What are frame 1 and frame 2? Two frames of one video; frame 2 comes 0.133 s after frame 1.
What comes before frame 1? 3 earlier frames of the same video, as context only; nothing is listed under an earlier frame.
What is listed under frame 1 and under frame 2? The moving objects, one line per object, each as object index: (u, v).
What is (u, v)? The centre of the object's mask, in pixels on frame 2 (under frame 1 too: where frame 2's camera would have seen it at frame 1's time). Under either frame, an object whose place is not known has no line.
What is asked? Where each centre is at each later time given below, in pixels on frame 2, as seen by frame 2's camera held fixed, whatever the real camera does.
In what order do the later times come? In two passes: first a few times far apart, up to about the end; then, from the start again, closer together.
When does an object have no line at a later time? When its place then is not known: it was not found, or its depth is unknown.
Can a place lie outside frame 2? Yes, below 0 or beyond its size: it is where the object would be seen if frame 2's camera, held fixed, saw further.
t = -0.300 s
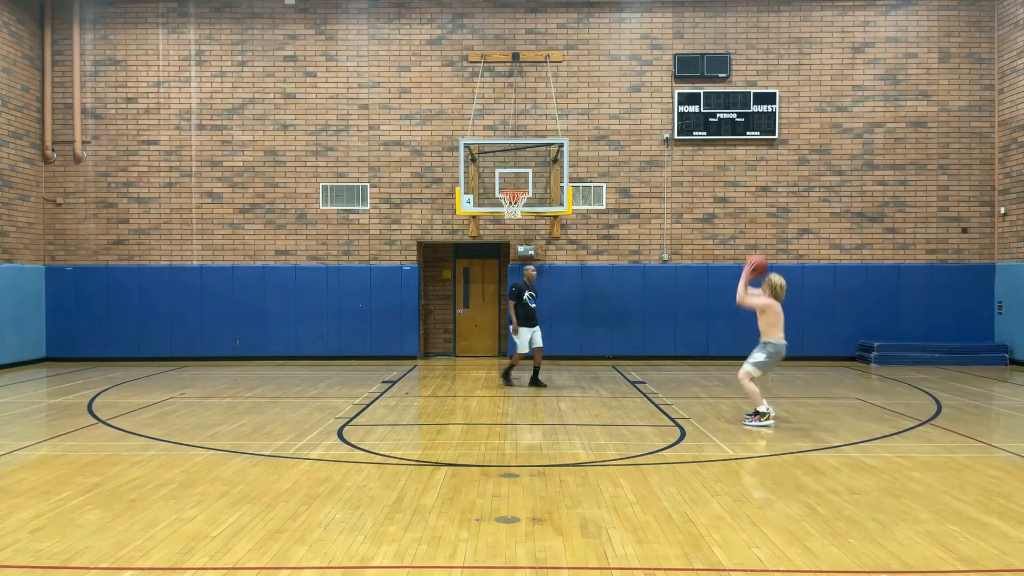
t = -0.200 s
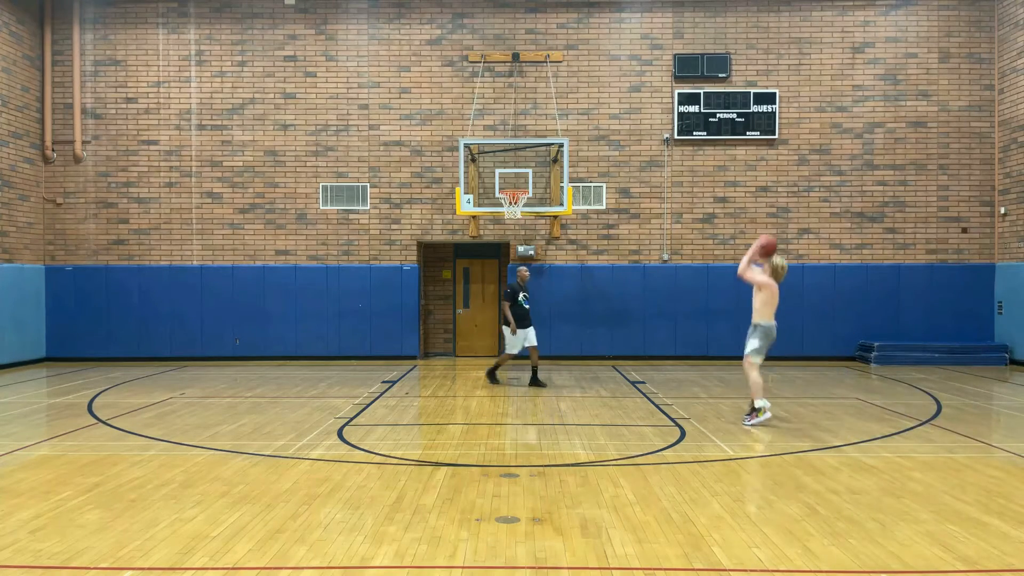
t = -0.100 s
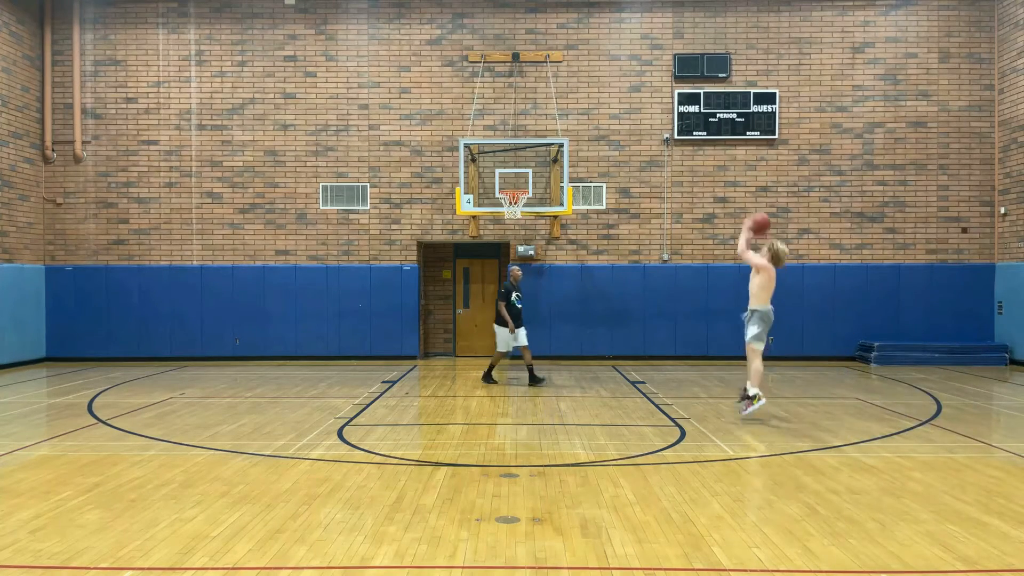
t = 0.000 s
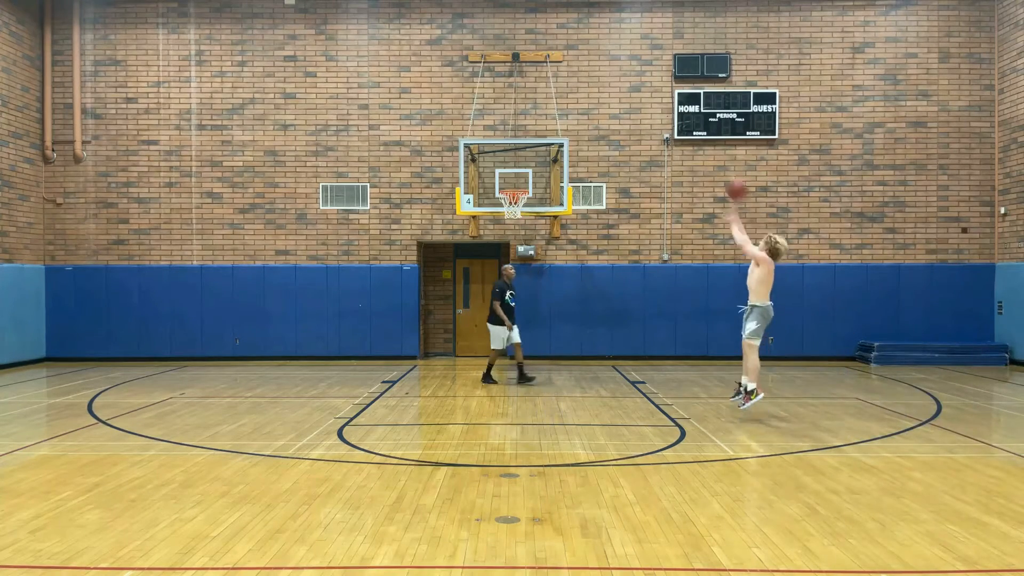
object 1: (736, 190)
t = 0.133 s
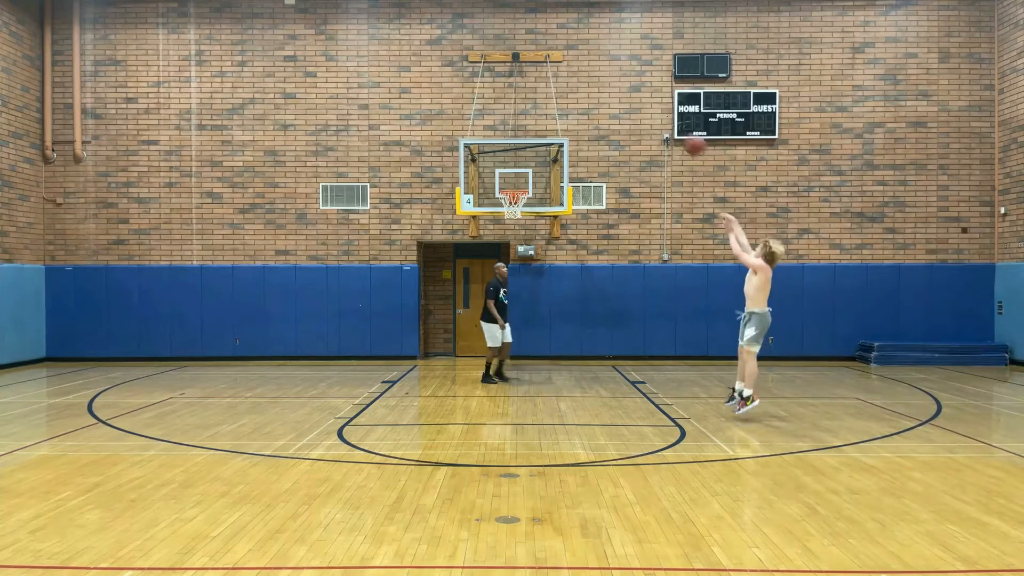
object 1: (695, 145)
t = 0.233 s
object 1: (666, 126)
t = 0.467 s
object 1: (607, 111)
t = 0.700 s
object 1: (558, 136)
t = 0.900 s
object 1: (523, 179)
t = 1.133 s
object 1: (509, 207)
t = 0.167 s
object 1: (684, 137)
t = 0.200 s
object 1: (676, 131)
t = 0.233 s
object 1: (666, 126)
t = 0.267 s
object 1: (657, 120)
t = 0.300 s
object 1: (648, 116)
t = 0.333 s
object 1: (639, 114)
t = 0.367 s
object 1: (630, 112)
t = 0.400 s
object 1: (623, 111)
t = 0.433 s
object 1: (615, 111)
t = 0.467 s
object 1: (607, 111)
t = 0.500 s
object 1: (600, 113)
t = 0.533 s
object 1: (592, 115)
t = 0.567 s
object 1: (585, 118)
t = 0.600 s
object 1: (579, 121)
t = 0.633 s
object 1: (571, 126)
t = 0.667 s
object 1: (565, 130)
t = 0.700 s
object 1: (558, 136)
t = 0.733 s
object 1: (553, 141)
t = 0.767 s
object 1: (546, 147)
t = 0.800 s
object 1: (540, 154)
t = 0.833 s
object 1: (535, 162)
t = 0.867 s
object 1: (529, 170)
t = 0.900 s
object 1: (523, 179)
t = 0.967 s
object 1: (510, 199)
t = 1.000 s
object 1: (510, 199)
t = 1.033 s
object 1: (511, 204)
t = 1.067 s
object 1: (509, 204)
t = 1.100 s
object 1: (509, 207)
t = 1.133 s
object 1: (509, 207)
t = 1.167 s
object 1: (509, 205)
